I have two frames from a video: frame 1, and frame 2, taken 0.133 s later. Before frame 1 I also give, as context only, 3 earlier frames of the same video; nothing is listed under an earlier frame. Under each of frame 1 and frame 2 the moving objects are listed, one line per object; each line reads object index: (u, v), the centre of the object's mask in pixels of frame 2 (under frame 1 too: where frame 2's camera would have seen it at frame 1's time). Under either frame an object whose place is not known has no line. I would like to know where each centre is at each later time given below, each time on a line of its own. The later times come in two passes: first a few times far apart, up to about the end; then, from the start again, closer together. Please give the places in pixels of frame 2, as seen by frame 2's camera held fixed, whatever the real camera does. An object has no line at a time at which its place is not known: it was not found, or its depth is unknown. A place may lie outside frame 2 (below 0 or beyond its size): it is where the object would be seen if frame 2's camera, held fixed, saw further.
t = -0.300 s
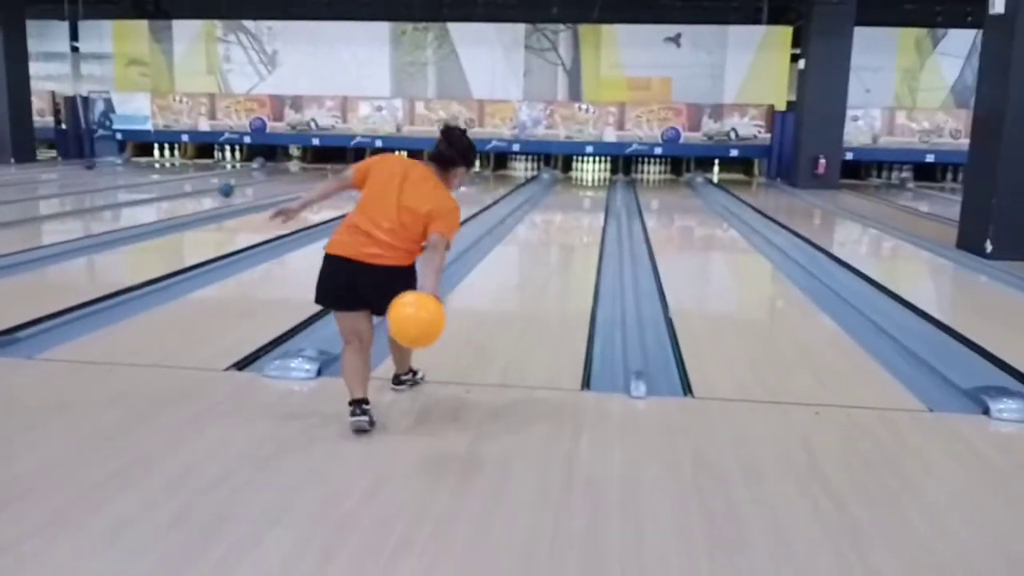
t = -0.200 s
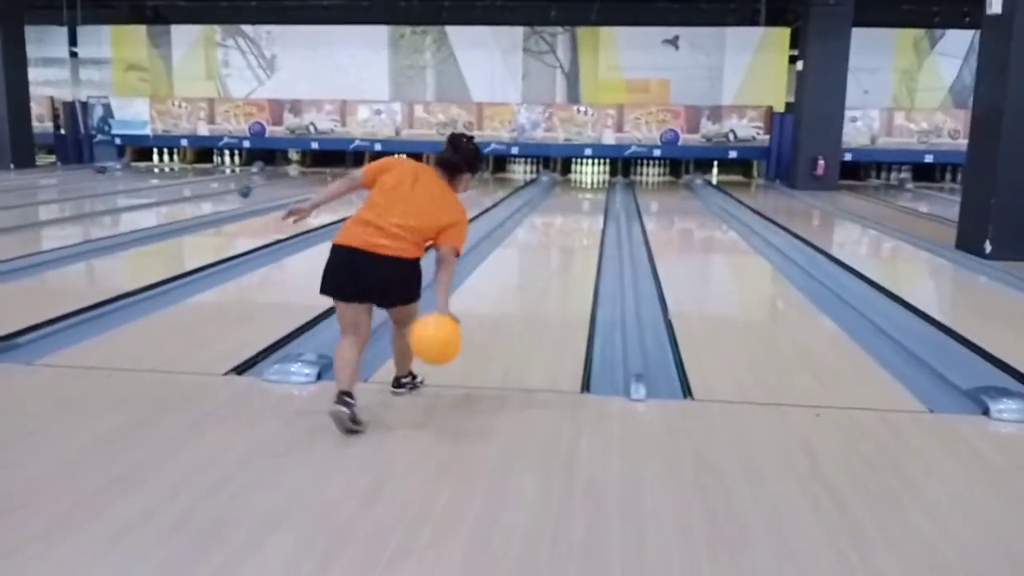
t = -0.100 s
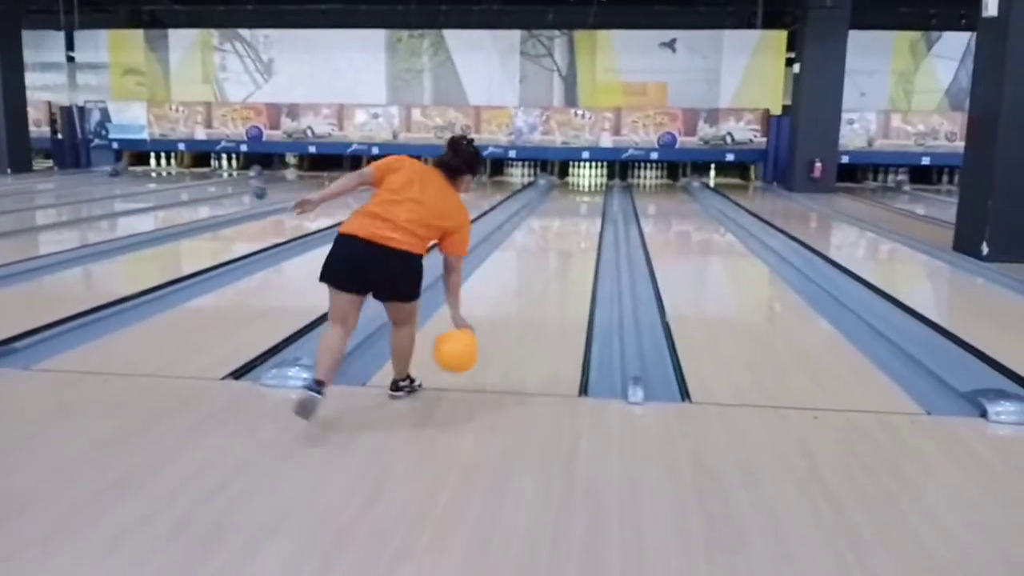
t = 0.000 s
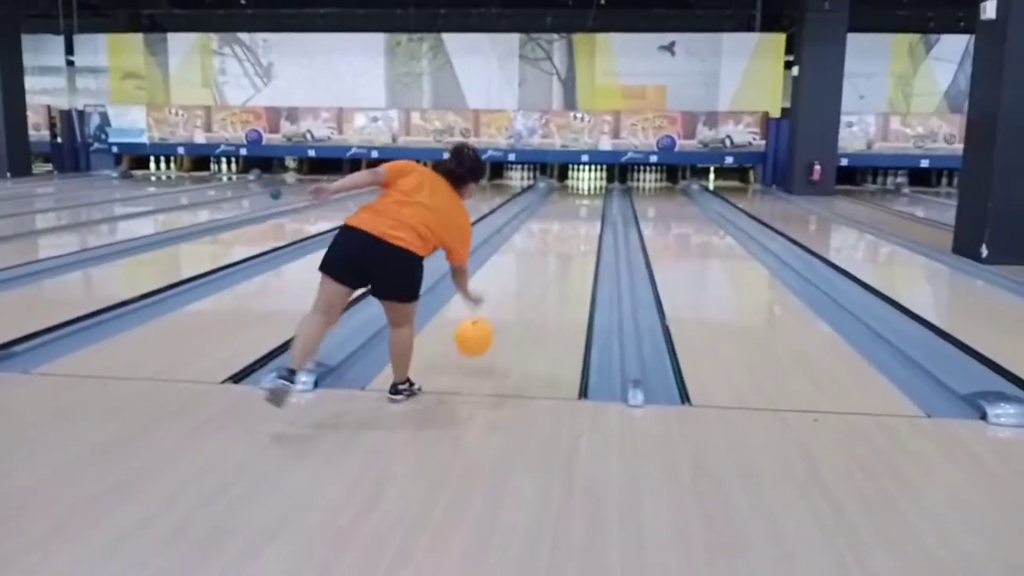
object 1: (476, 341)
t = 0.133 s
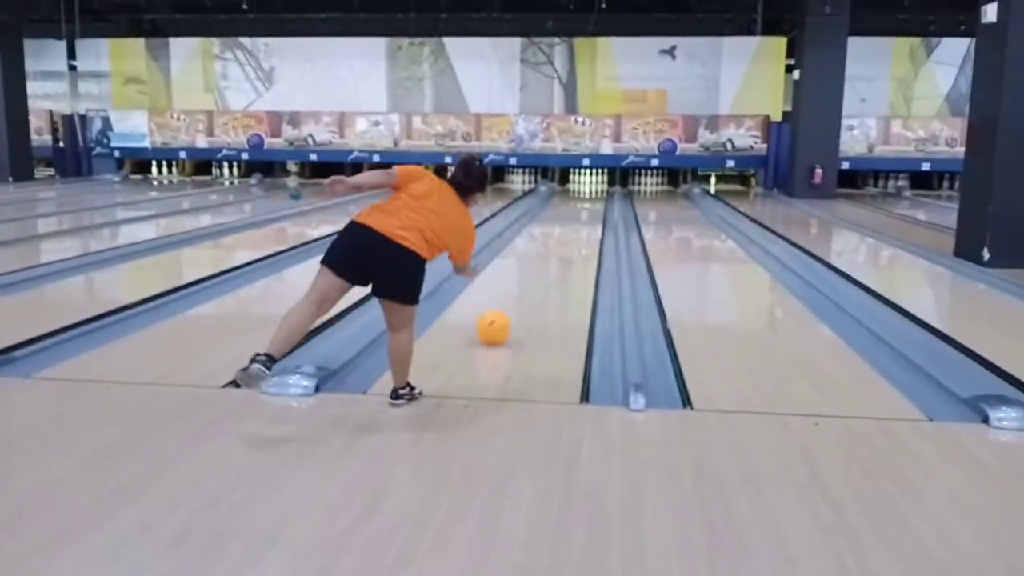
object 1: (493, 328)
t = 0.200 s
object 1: (501, 316)
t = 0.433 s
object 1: (521, 284)
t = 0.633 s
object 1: (531, 265)
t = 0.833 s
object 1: (541, 249)
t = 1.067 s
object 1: (549, 236)
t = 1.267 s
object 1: (554, 228)
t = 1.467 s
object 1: (558, 221)
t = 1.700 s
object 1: (562, 214)
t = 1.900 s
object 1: (566, 207)
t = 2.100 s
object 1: (568, 203)
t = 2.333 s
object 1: (571, 199)
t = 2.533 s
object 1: (571, 196)
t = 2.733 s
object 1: (573, 195)
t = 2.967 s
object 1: (574, 192)
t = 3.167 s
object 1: (575, 189)
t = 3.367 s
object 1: (576, 188)
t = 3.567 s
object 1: (576, 187)
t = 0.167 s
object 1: (498, 322)
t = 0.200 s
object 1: (501, 316)
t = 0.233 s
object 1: (504, 311)
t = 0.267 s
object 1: (507, 306)
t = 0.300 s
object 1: (510, 301)
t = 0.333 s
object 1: (513, 296)
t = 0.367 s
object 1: (515, 292)
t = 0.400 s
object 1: (518, 288)
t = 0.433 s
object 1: (521, 284)
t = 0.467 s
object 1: (522, 280)
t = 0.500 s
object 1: (525, 276)
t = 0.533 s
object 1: (526, 273)
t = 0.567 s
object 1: (528, 270)
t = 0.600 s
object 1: (529, 267)
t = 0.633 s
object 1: (531, 265)
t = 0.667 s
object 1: (532, 261)
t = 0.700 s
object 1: (535, 259)
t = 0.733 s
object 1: (536, 257)
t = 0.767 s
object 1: (538, 254)
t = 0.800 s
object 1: (540, 251)
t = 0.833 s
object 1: (541, 249)
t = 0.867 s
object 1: (542, 247)
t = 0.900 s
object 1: (544, 245)
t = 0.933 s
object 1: (545, 243)
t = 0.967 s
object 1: (545, 242)
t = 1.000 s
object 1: (547, 241)
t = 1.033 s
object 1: (547, 240)
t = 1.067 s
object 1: (549, 236)
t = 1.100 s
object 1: (550, 235)
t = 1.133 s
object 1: (552, 233)
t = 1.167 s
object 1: (552, 232)
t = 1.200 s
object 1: (553, 231)
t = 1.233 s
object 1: (553, 229)
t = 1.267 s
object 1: (554, 228)
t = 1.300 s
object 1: (555, 226)
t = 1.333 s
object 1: (555, 225)
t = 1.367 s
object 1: (557, 224)
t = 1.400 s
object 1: (557, 223)
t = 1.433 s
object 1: (558, 222)
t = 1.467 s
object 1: (558, 221)
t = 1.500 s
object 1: (560, 219)
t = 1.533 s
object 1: (560, 218)
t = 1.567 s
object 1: (560, 218)
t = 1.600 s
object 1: (561, 216)
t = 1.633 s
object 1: (562, 215)
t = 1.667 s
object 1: (562, 214)
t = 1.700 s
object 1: (562, 214)
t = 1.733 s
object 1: (563, 213)
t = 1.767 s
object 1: (563, 212)
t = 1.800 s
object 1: (564, 211)
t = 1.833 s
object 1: (565, 210)
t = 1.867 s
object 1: (566, 208)
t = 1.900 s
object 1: (566, 207)
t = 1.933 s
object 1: (567, 207)
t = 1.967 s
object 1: (567, 206)
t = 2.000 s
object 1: (567, 205)
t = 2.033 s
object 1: (568, 205)
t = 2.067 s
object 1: (568, 204)
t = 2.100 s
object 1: (568, 203)
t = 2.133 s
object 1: (569, 203)
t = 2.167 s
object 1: (569, 202)
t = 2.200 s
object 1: (570, 201)
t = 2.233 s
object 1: (570, 200)
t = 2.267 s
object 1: (570, 200)
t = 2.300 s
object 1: (571, 199)
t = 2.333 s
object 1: (571, 199)
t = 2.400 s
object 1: (571, 199)
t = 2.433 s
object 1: (571, 198)
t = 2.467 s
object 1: (571, 197)
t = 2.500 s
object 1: (572, 197)
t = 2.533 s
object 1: (571, 196)
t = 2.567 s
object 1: (572, 196)
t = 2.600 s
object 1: (572, 196)
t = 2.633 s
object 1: (573, 195)
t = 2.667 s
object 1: (572, 195)
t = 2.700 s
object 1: (572, 195)
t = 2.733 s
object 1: (573, 195)
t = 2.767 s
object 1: (573, 194)
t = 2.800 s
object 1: (573, 193)
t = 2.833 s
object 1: (573, 193)
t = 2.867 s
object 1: (573, 193)
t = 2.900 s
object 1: (574, 193)
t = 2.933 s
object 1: (574, 192)
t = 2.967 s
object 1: (574, 192)
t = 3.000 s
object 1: (574, 191)
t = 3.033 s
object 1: (574, 191)
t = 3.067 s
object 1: (574, 191)
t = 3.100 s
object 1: (574, 190)
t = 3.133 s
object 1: (575, 190)
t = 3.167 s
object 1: (575, 189)
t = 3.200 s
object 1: (575, 189)
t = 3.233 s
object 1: (575, 189)
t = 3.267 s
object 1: (575, 188)
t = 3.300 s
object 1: (576, 188)
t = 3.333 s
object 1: (576, 188)
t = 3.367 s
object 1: (576, 188)
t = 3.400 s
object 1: (576, 188)
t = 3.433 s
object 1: (576, 187)
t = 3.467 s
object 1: (576, 187)
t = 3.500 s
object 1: (576, 187)
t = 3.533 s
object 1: (576, 187)
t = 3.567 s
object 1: (576, 187)
